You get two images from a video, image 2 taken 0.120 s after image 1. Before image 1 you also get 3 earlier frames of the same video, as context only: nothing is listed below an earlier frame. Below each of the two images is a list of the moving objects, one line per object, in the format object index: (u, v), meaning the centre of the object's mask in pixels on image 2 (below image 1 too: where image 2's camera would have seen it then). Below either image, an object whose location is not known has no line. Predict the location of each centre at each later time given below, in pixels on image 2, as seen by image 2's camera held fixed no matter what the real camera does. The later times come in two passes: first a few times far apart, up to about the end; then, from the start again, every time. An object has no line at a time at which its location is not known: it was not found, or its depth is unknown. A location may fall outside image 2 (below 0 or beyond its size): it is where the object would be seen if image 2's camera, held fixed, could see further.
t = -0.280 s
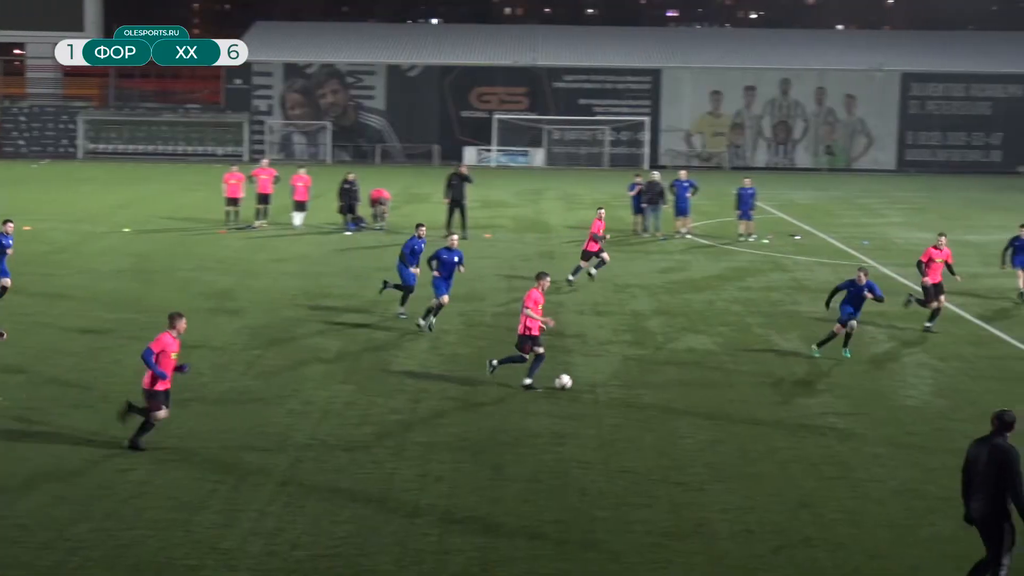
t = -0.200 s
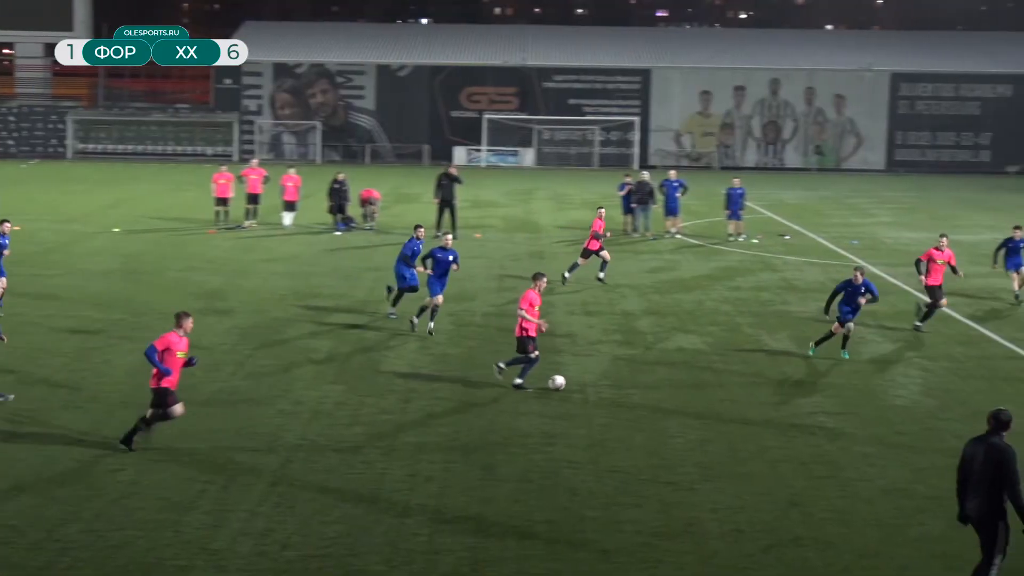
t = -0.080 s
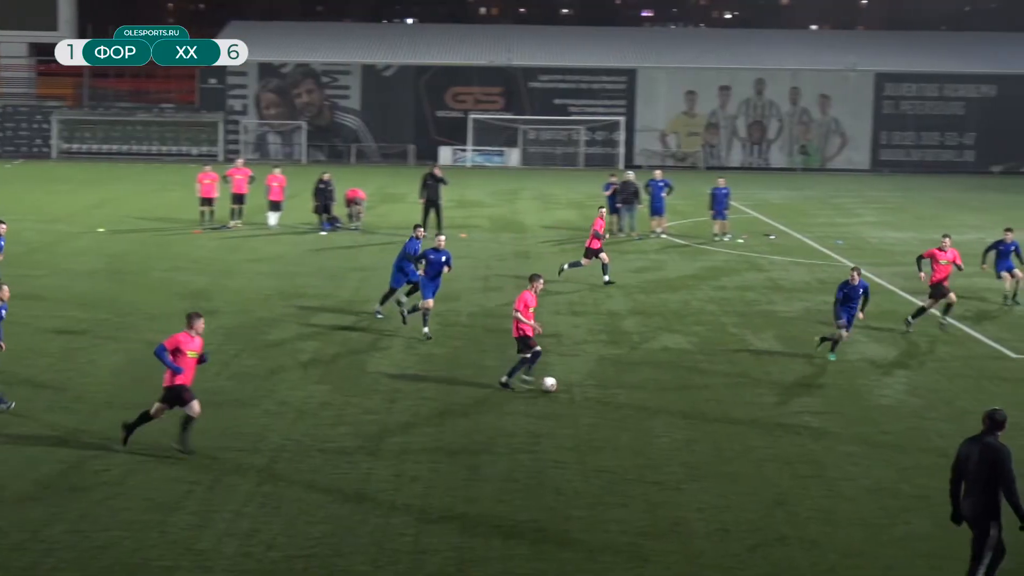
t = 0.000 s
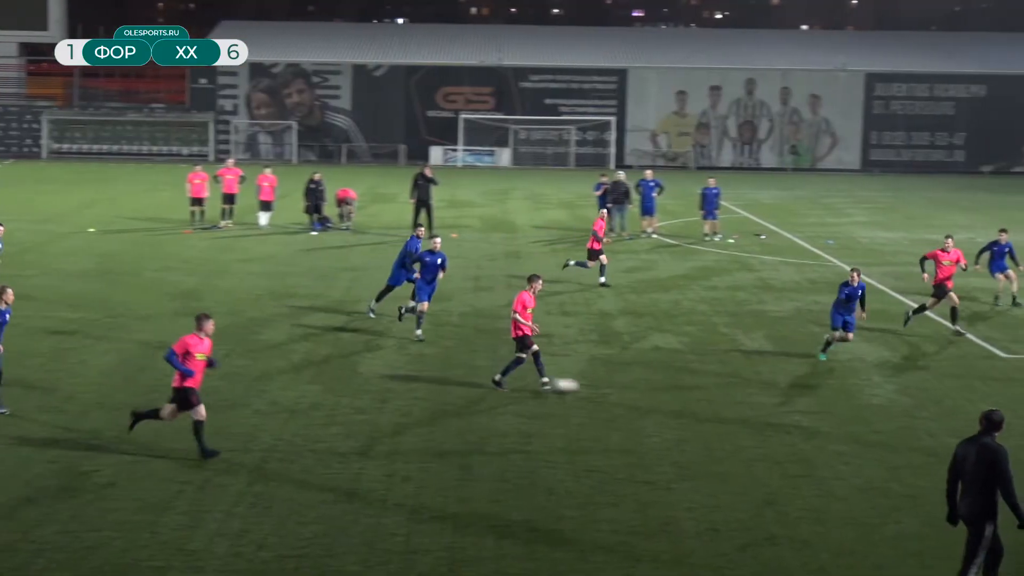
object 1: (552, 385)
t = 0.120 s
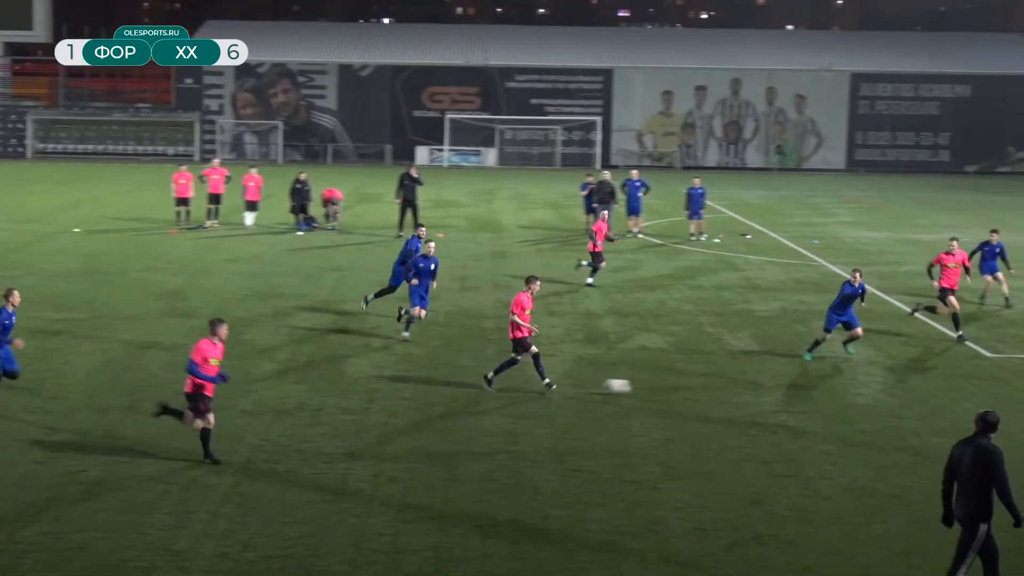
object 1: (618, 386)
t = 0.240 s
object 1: (683, 391)
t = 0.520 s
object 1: (832, 396)
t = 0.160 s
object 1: (639, 388)
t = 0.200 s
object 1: (661, 389)
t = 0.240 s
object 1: (683, 391)
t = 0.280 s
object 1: (704, 391)
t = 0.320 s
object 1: (726, 390)
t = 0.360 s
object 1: (747, 391)
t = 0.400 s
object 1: (768, 391)
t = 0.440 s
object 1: (790, 392)
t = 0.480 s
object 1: (810, 393)
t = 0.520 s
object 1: (832, 396)
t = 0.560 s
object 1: (853, 398)
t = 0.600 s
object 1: (874, 399)
